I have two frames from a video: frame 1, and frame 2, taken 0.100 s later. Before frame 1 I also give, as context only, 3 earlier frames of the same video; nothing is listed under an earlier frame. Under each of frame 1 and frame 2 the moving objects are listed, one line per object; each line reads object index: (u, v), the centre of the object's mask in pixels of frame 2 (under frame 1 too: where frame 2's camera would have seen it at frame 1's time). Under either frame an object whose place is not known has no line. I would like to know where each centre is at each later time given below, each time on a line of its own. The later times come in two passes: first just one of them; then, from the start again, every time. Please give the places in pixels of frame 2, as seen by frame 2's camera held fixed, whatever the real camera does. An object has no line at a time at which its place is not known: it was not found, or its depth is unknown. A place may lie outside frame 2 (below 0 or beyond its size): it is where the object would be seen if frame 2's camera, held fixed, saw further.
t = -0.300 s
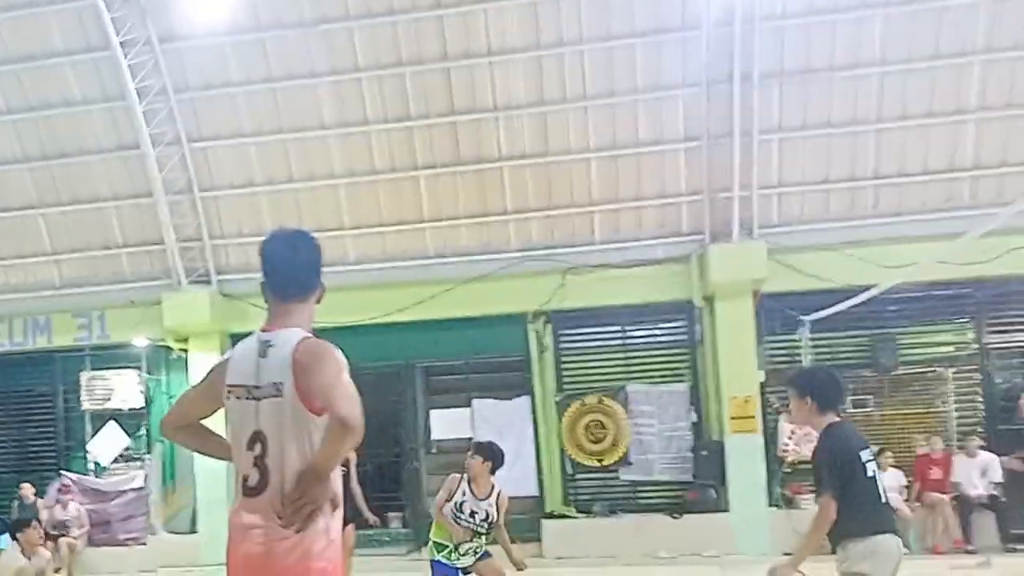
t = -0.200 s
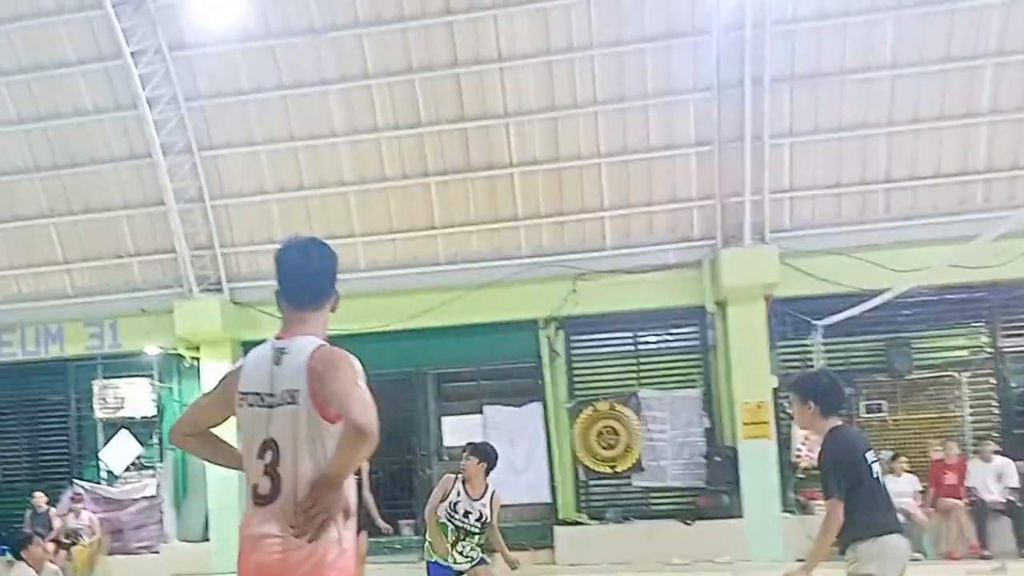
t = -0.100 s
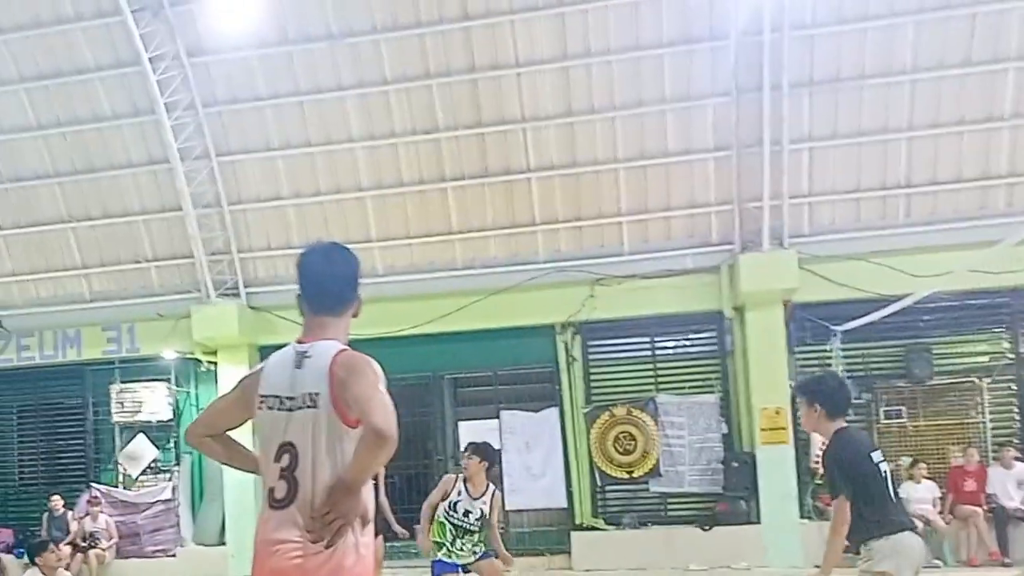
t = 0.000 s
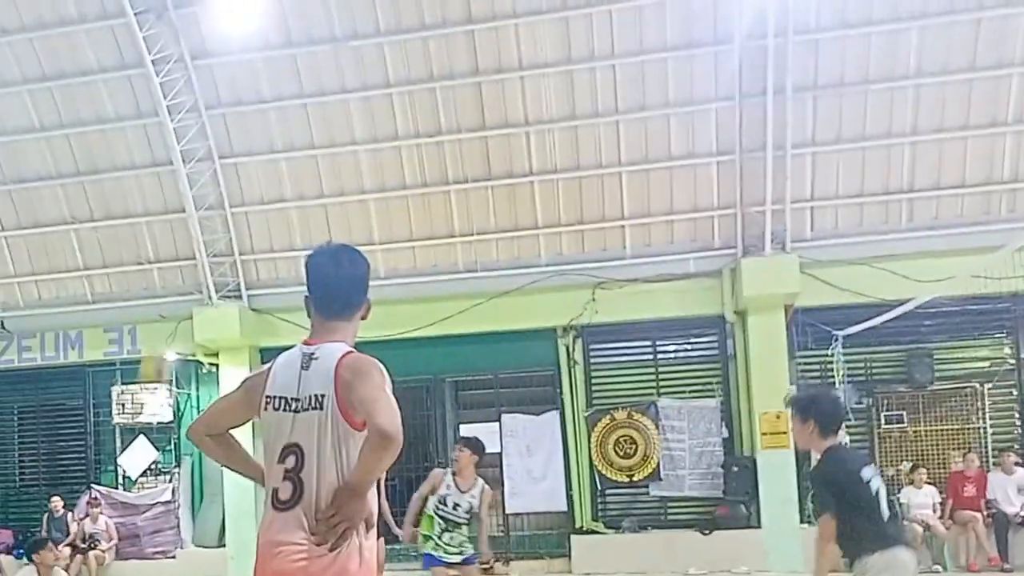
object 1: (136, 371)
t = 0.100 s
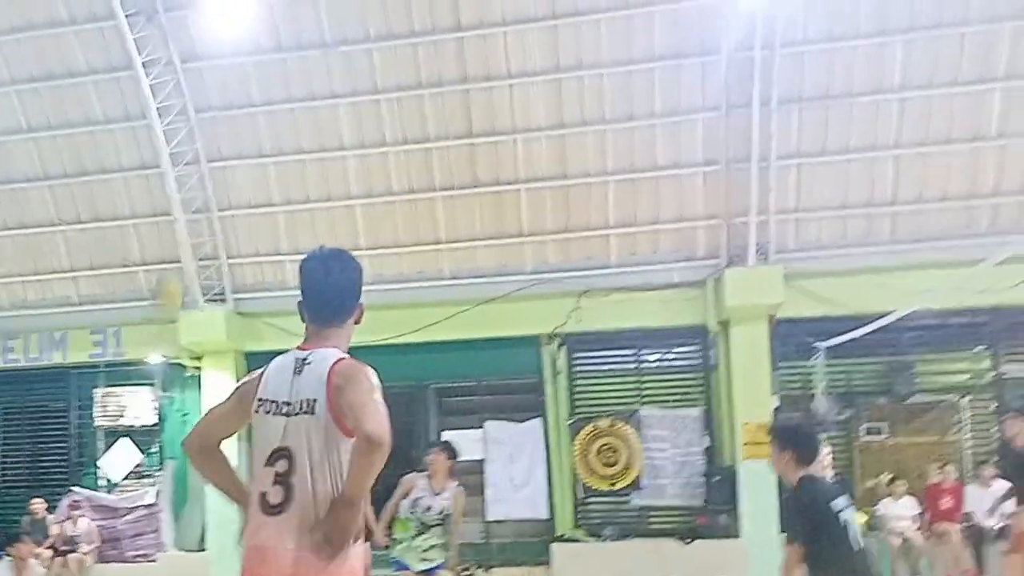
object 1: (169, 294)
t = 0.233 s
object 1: (206, 205)
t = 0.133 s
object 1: (177, 269)
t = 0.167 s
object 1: (188, 243)
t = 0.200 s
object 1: (194, 227)
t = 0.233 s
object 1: (206, 205)
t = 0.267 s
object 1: (218, 187)
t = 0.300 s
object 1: (225, 173)
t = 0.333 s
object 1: (238, 157)
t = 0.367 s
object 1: (246, 139)
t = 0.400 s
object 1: (257, 131)
